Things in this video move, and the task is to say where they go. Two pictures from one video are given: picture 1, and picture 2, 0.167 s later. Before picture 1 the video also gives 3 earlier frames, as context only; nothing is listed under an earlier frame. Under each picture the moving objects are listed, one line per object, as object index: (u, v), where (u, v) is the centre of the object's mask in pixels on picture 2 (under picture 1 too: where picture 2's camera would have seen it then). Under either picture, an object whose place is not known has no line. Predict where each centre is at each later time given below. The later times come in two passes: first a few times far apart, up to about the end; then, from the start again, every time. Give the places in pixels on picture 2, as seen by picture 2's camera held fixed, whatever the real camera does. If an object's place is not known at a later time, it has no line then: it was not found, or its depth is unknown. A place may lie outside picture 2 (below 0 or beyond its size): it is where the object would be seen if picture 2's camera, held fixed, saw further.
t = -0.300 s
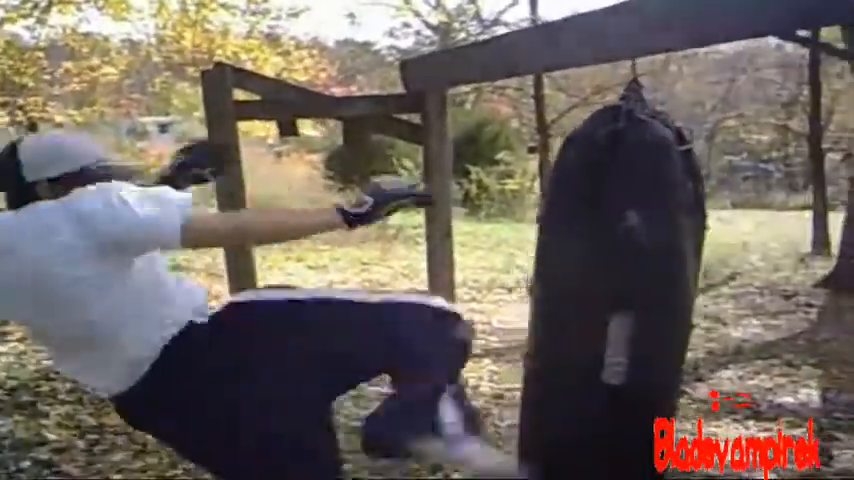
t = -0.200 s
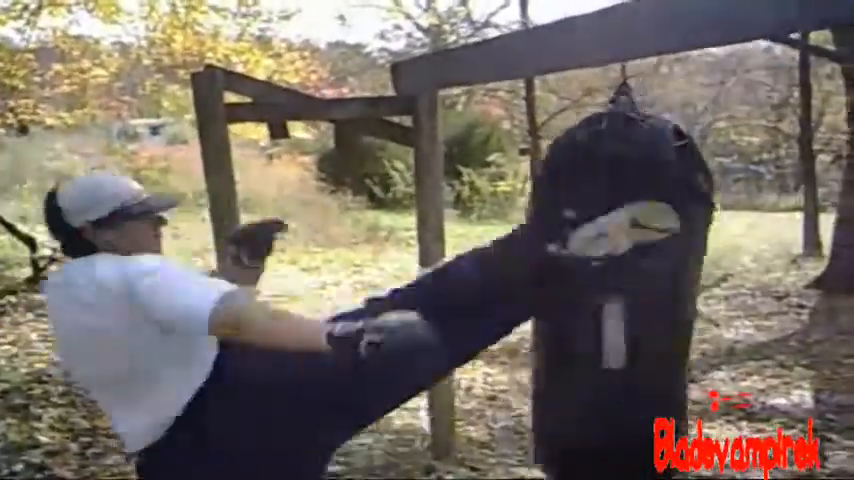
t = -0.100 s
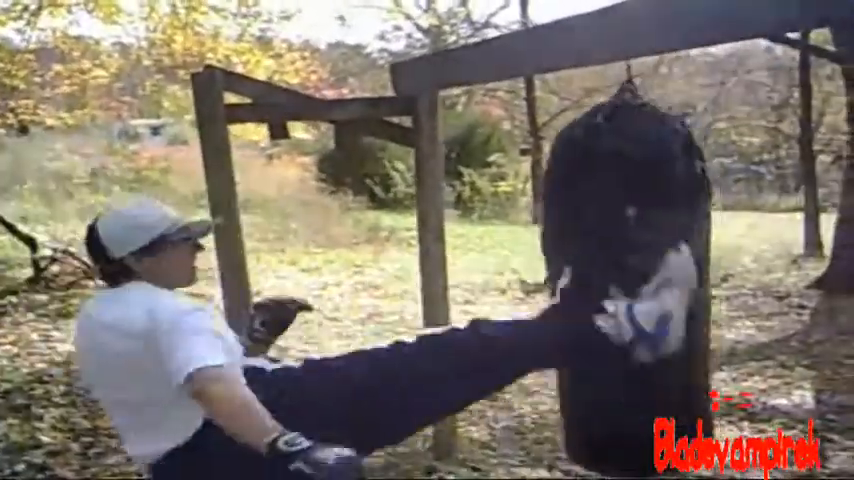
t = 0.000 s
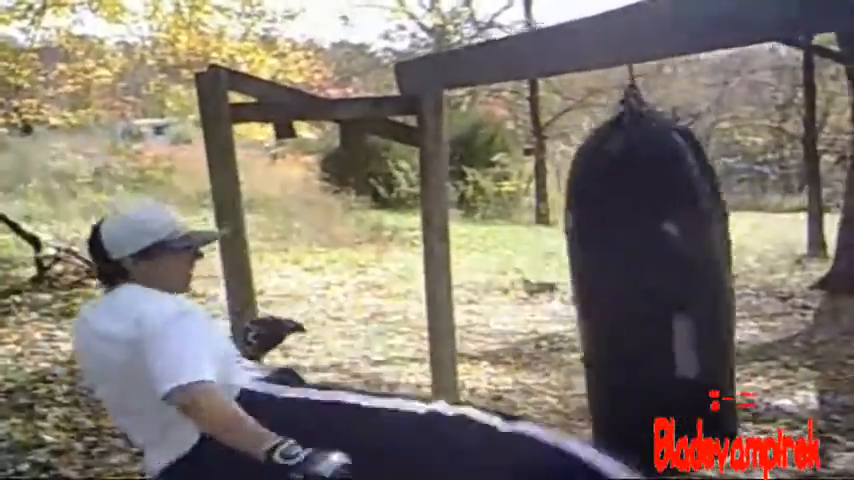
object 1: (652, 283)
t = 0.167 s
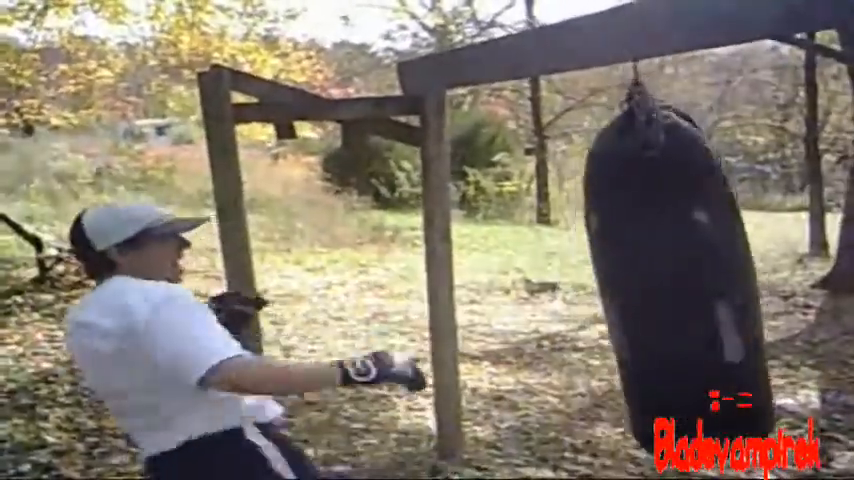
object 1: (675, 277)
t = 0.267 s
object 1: (684, 272)
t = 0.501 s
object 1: (687, 278)
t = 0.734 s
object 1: (662, 289)
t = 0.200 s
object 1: (678, 276)
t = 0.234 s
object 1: (680, 272)
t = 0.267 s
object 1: (684, 272)
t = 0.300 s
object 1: (685, 275)
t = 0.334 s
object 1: (686, 276)
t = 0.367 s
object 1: (688, 275)
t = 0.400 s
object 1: (689, 275)
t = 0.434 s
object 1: (690, 277)
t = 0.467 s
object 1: (689, 278)
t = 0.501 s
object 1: (687, 278)
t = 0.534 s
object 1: (687, 278)
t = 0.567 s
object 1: (684, 283)
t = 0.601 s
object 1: (681, 285)
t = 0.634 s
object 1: (675, 285)
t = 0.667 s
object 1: (670, 286)
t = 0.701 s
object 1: (667, 288)
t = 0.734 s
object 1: (662, 289)
